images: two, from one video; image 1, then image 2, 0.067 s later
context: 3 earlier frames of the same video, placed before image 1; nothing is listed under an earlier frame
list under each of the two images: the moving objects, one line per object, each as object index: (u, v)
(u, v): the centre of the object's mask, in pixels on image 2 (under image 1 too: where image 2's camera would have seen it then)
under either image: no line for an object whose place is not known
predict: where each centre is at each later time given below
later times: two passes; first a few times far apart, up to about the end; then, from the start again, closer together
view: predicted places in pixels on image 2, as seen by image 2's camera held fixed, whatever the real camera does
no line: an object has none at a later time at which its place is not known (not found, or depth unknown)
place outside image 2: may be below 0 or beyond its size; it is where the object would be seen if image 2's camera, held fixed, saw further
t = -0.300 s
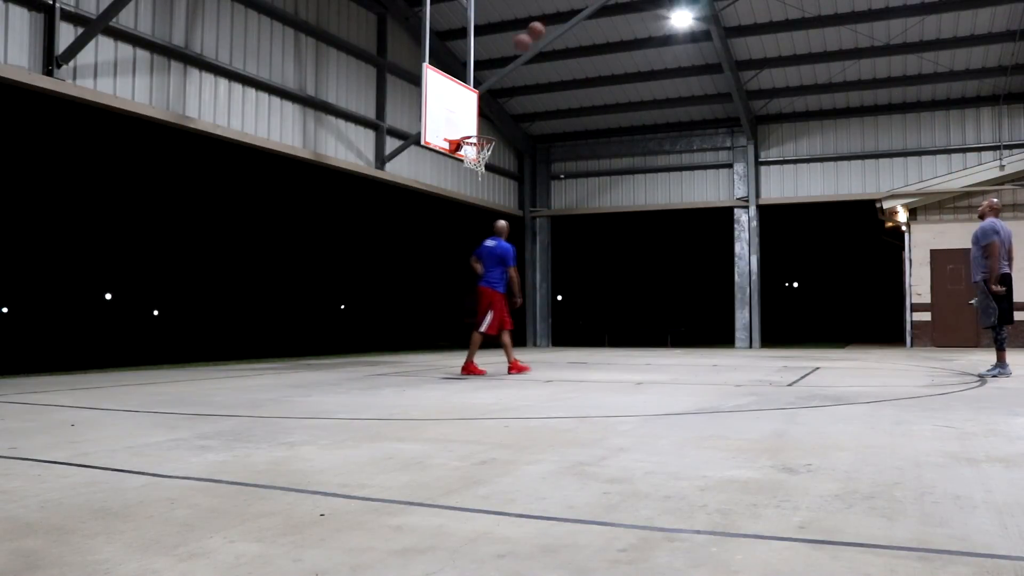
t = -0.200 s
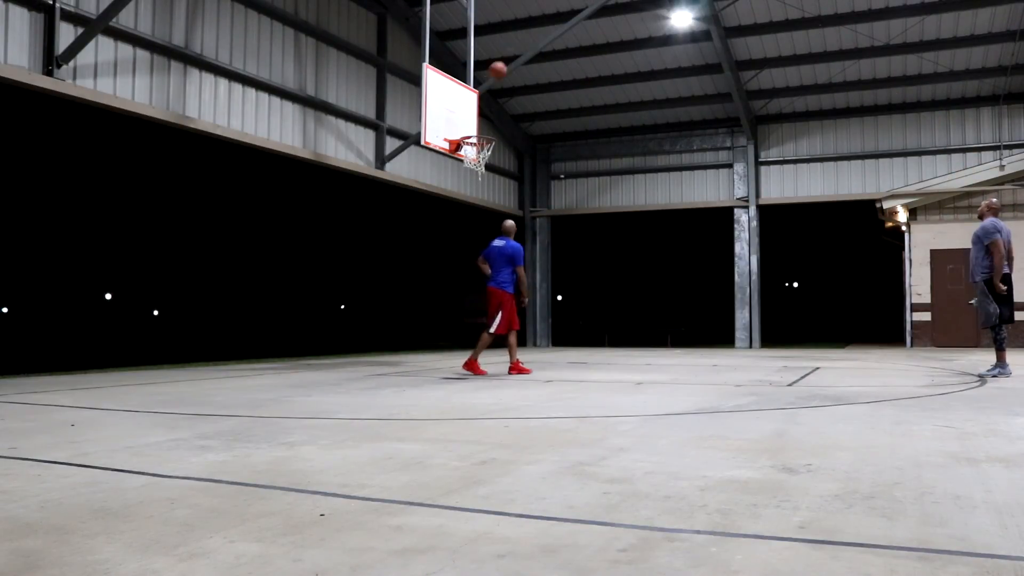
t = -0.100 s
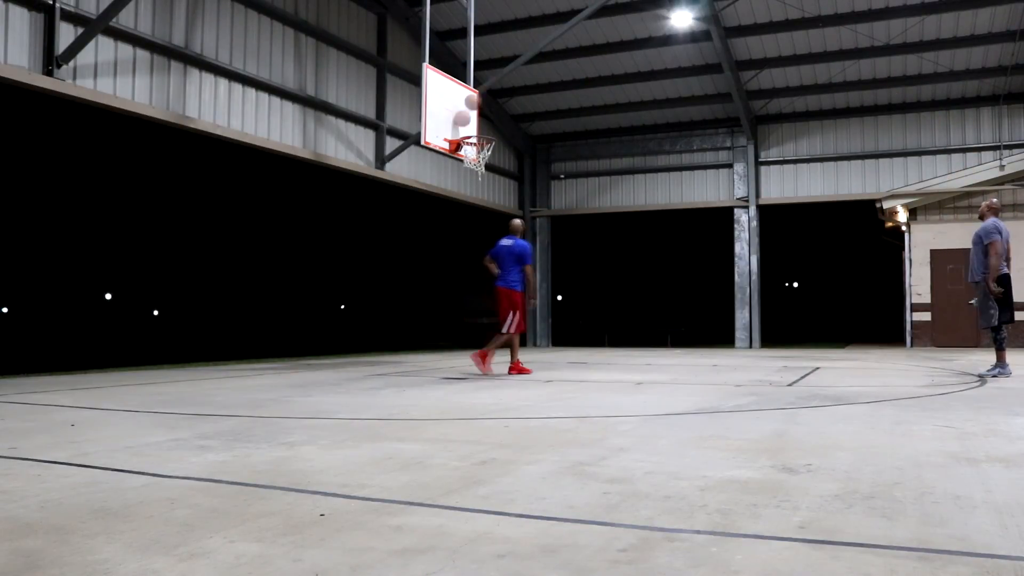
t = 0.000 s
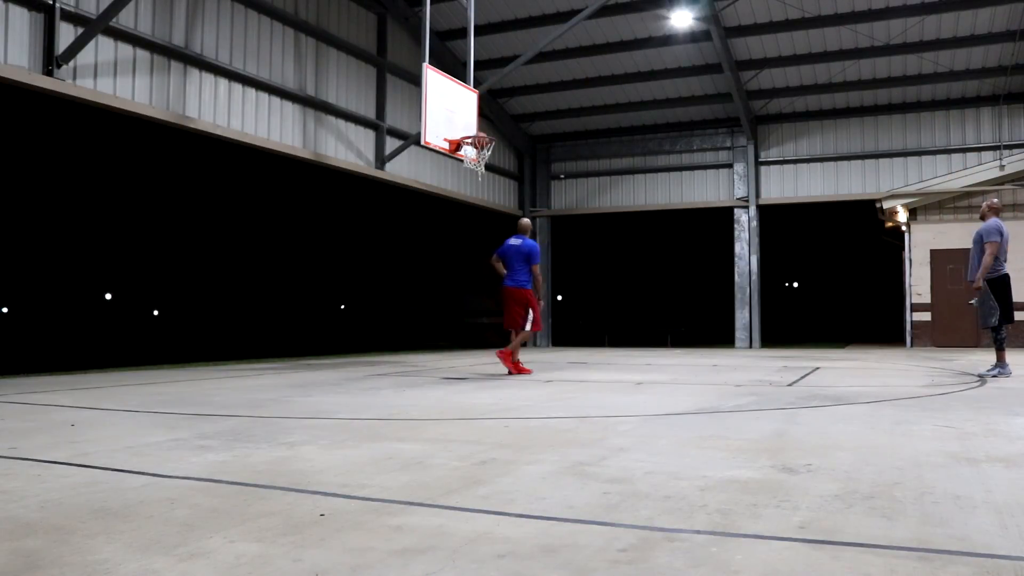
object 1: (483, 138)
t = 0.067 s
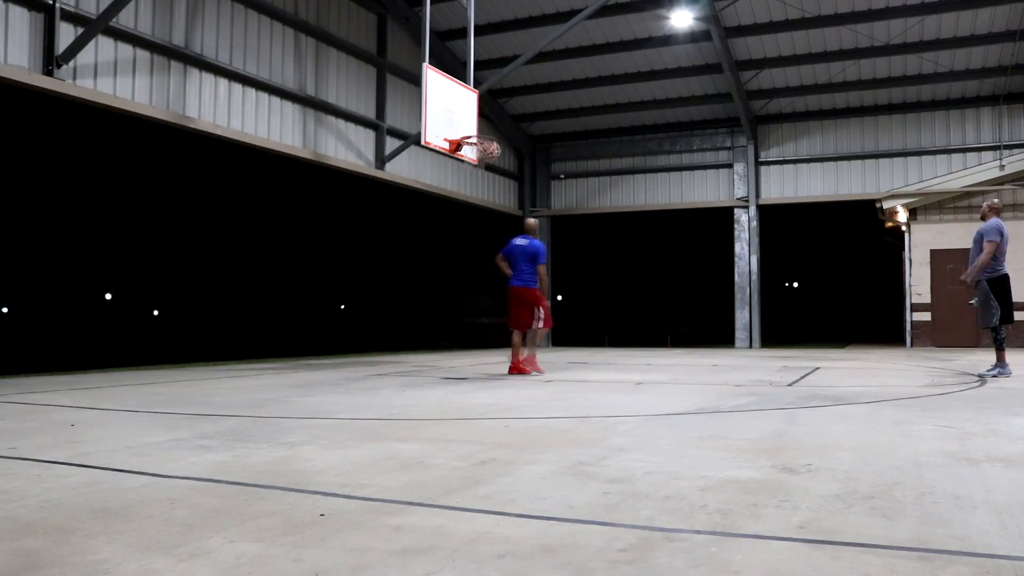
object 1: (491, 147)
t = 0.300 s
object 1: (475, 159)
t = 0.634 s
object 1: (456, 216)
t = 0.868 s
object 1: (434, 328)
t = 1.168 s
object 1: (408, 280)
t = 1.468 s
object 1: (386, 255)
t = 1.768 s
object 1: (361, 283)
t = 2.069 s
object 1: (337, 346)
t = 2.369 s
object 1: (315, 302)
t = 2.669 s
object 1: (292, 319)
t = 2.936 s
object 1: (274, 346)
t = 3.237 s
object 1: (251, 324)
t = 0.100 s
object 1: (495, 147)
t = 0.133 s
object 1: (491, 145)
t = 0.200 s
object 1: (486, 149)
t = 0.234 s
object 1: (484, 150)
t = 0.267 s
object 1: (480, 157)
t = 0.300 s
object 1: (475, 159)
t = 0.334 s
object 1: (476, 163)
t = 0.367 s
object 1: (473, 168)
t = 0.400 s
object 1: (471, 174)
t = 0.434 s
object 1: (474, 173)
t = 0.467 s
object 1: (467, 181)
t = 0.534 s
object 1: (461, 197)
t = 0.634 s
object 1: (456, 216)
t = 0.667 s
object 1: (453, 229)
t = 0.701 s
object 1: (449, 242)
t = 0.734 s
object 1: (446, 258)
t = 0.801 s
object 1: (440, 291)
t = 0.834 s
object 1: (437, 309)
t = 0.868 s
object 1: (434, 328)
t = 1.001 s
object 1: (425, 340)
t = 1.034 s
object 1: (422, 326)
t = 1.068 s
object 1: (418, 312)
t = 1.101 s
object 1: (415, 300)
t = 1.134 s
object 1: (412, 289)
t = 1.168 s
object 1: (408, 280)
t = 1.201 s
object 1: (407, 276)
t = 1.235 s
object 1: (414, 282)
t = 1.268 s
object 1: (400, 265)
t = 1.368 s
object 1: (392, 255)
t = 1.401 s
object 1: (391, 257)
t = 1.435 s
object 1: (388, 256)
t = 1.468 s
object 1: (386, 255)
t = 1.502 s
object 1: (383, 255)
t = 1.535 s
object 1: (380, 256)
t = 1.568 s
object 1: (377, 258)
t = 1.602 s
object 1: (374, 260)
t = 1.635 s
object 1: (371, 264)
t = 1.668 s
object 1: (368, 268)
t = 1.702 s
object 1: (366, 273)
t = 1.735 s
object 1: (362, 280)
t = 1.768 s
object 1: (361, 283)
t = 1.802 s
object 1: (358, 291)
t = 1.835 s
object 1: (355, 301)
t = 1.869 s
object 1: (352, 311)
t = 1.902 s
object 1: (349, 322)
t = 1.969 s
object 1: (346, 337)
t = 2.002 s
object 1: (342, 350)
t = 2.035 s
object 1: (339, 356)
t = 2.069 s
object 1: (337, 346)
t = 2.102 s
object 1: (337, 344)
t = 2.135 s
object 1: (333, 335)
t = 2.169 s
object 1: (330, 326)
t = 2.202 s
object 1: (327, 320)
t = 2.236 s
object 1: (324, 314)
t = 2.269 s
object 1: (322, 309)
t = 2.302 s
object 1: (319, 306)
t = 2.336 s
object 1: (317, 304)
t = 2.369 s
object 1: (315, 302)
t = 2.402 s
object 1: (312, 300)
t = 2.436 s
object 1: (310, 300)
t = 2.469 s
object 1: (307, 300)
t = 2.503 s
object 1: (305, 301)
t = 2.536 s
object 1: (303, 303)
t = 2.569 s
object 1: (300, 305)
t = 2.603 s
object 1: (297, 309)
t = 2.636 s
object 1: (295, 314)
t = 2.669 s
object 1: (292, 319)
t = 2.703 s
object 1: (290, 325)
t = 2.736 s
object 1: (287, 333)
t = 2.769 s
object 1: (286, 336)
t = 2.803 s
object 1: (283, 345)
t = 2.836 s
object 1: (280, 356)
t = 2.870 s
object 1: (278, 355)
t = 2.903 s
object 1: (277, 354)
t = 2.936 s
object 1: (274, 346)
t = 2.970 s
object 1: (271, 340)
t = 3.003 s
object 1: (268, 335)
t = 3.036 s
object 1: (266, 330)
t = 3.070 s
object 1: (263, 327)
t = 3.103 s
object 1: (261, 325)
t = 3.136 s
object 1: (259, 324)
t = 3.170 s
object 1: (256, 323)
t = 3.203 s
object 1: (254, 323)
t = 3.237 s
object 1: (251, 324)
